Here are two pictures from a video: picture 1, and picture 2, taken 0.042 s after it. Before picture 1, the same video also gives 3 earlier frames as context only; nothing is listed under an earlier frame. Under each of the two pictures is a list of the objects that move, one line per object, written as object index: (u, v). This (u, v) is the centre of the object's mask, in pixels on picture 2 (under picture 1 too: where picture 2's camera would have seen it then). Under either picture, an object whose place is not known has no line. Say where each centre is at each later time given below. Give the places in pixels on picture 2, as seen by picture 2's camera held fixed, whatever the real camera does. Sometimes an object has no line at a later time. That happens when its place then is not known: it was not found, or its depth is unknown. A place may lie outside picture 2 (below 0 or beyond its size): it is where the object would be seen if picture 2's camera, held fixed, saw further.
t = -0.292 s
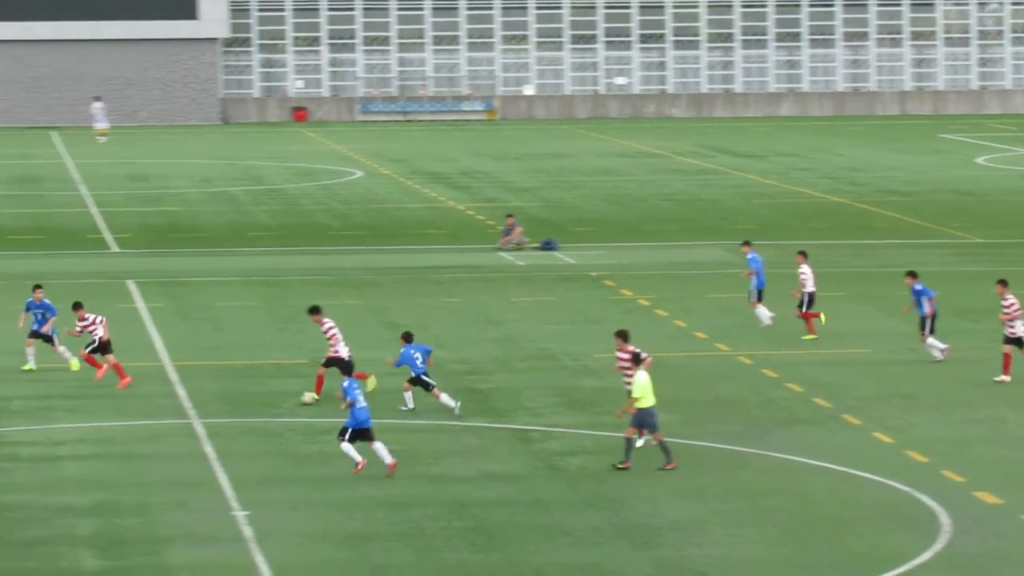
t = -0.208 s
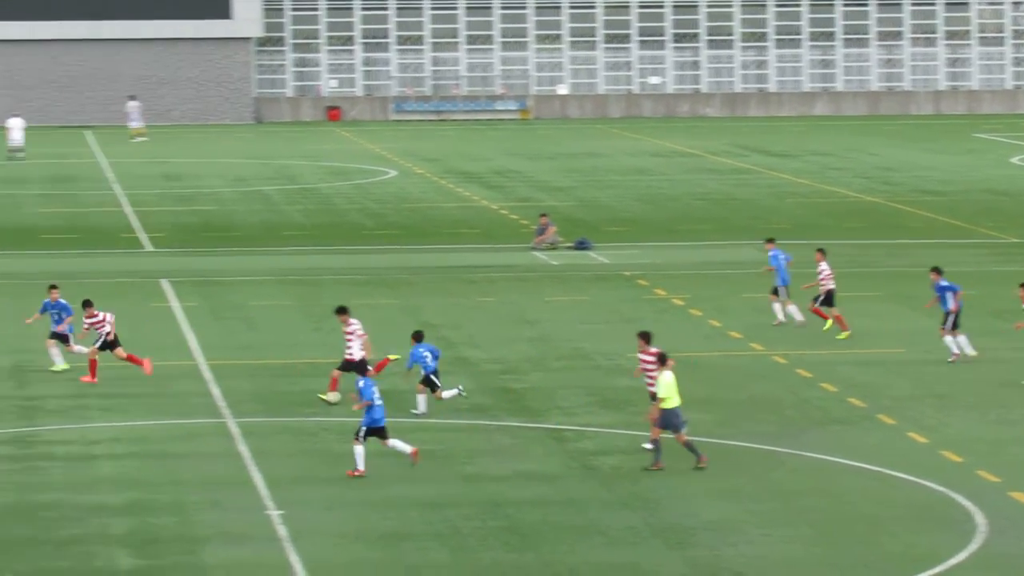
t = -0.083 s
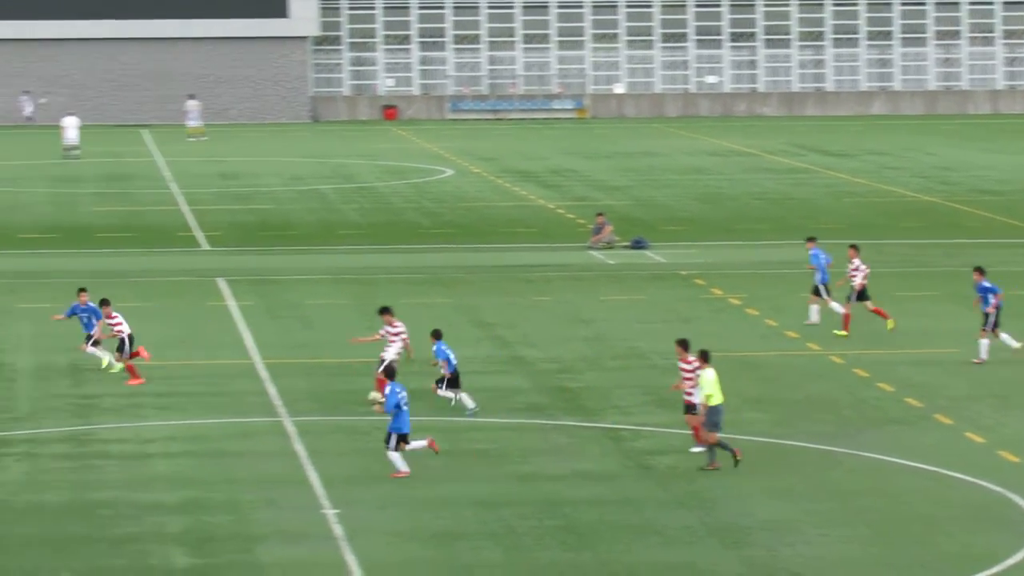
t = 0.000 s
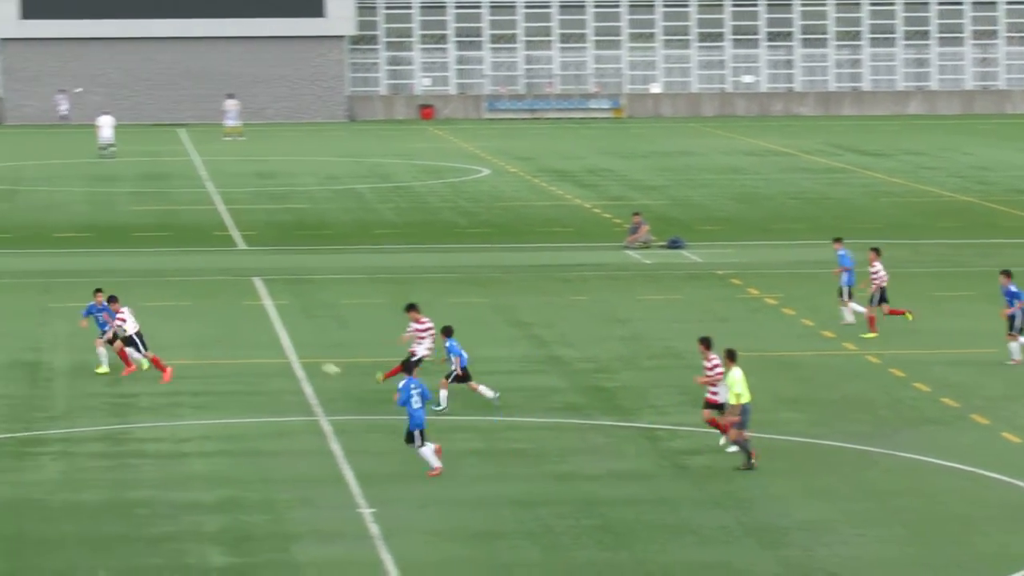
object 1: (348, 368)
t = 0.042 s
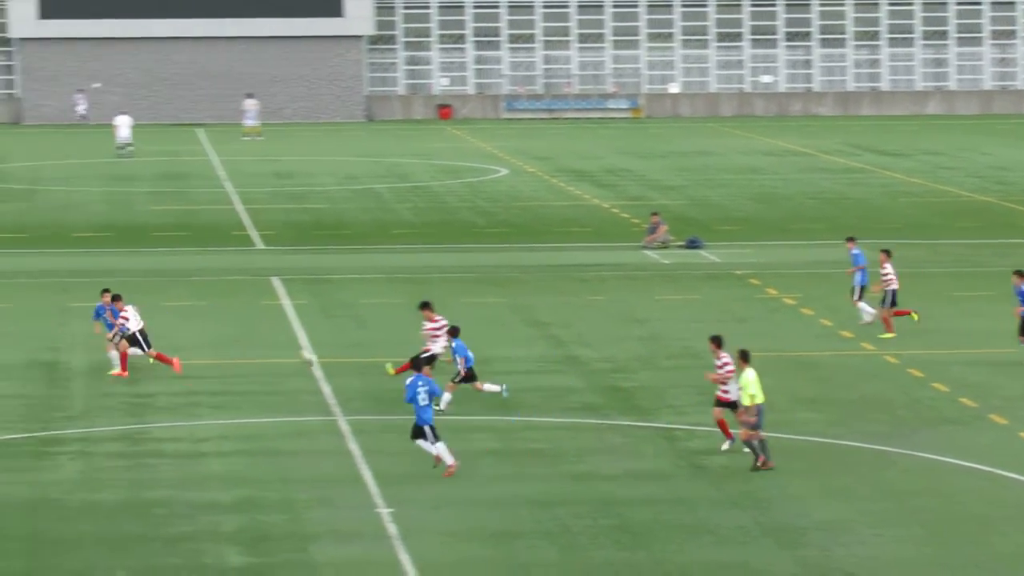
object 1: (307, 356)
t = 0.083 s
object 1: (266, 345)
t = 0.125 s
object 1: (226, 334)
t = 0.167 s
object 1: (186, 325)
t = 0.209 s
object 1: (147, 315)
